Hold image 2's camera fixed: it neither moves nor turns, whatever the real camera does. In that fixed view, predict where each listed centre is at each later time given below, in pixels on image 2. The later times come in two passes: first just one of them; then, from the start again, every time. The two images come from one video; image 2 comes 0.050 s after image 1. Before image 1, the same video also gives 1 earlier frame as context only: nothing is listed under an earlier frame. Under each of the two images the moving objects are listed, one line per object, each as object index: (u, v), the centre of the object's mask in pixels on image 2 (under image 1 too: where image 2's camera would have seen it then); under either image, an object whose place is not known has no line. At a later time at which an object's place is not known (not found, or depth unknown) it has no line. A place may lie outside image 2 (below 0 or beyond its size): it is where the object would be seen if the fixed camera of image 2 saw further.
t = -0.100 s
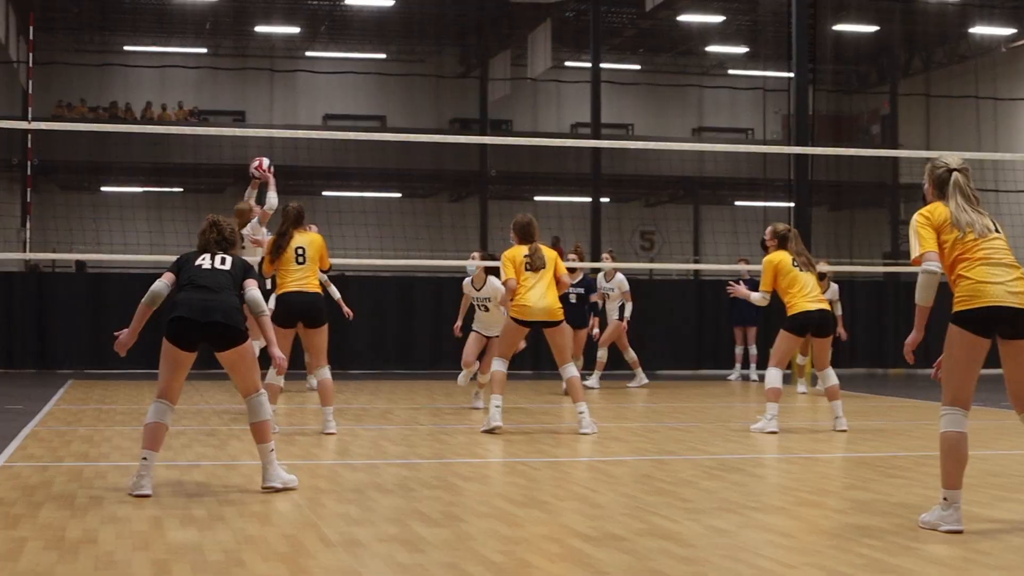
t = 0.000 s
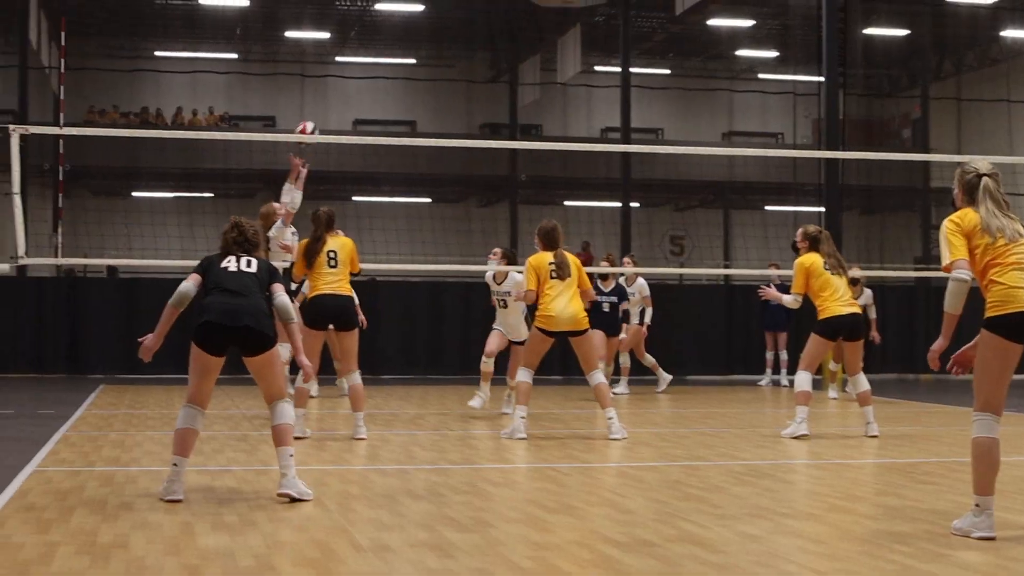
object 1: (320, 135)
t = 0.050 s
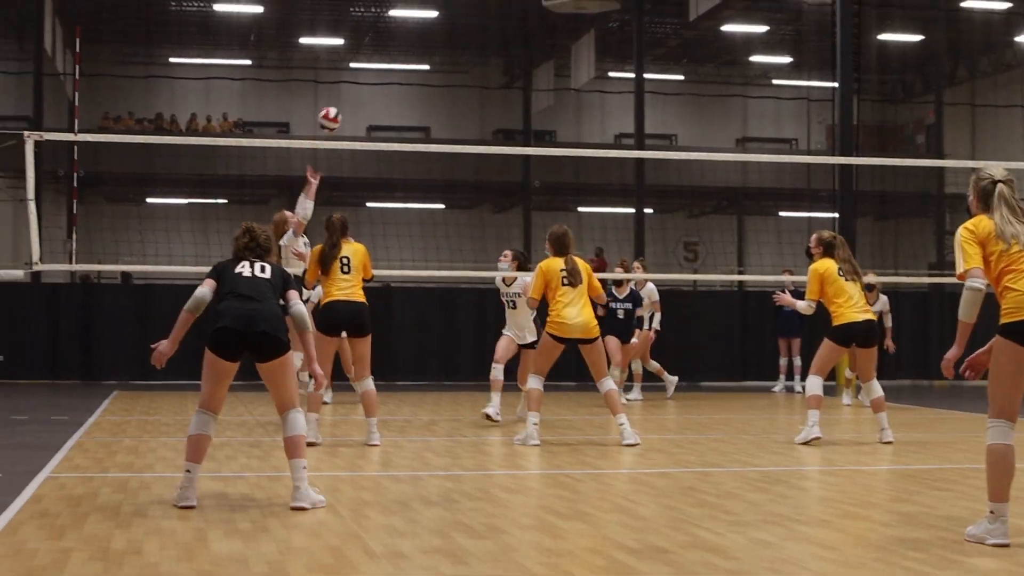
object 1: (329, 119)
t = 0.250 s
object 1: (370, 66)
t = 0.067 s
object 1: (333, 113)
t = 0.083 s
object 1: (336, 107)
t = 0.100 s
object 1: (340, 101)
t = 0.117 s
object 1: (343, 96)
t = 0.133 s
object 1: (346, 91)
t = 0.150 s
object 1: (349, 87)
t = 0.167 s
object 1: (352, 82)
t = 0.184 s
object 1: (356, 78)
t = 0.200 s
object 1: (360, 74)
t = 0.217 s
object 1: (363, 71)
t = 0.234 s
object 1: (366, 68)
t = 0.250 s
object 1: (370, 66)
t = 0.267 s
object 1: (373, 62)
